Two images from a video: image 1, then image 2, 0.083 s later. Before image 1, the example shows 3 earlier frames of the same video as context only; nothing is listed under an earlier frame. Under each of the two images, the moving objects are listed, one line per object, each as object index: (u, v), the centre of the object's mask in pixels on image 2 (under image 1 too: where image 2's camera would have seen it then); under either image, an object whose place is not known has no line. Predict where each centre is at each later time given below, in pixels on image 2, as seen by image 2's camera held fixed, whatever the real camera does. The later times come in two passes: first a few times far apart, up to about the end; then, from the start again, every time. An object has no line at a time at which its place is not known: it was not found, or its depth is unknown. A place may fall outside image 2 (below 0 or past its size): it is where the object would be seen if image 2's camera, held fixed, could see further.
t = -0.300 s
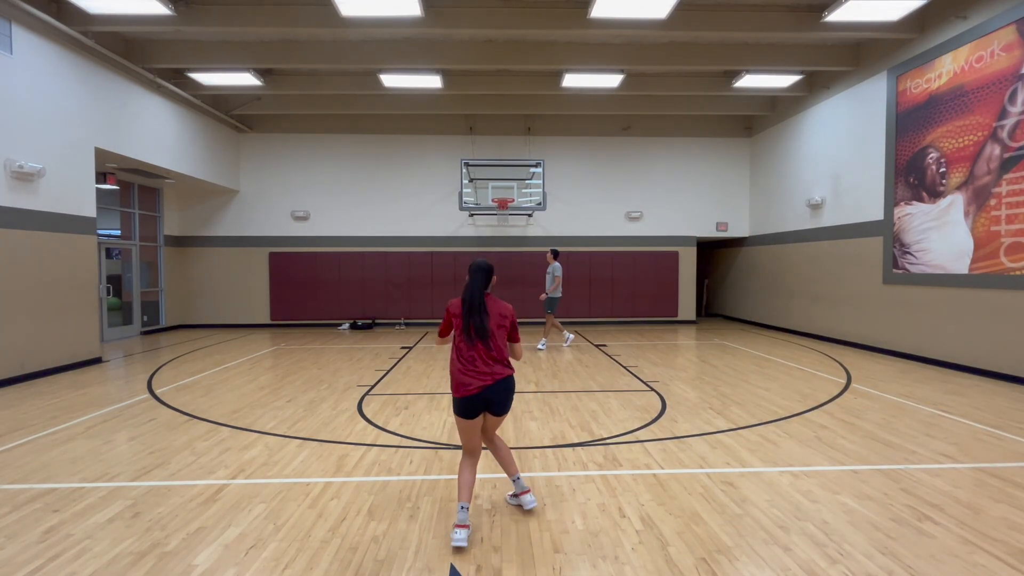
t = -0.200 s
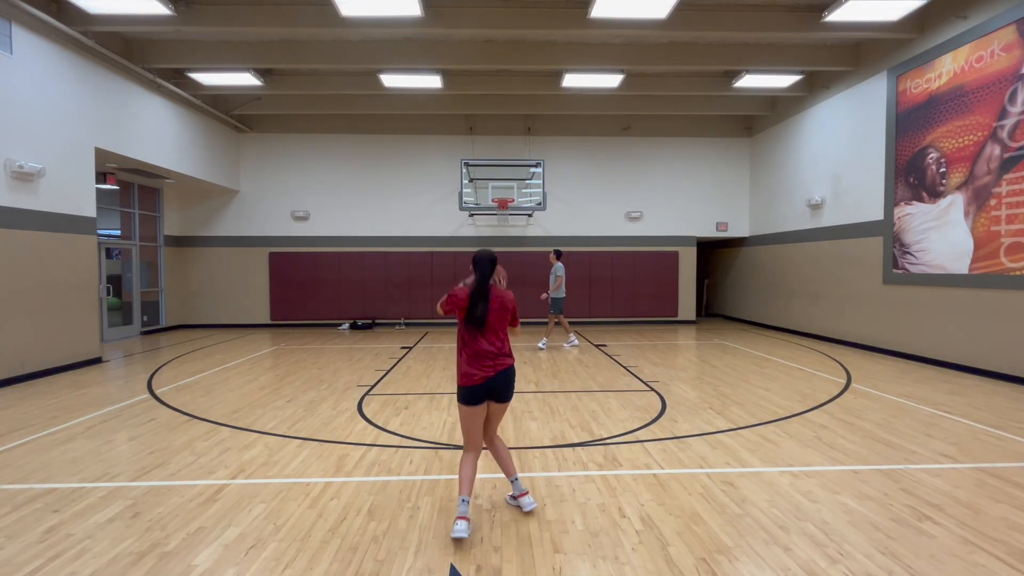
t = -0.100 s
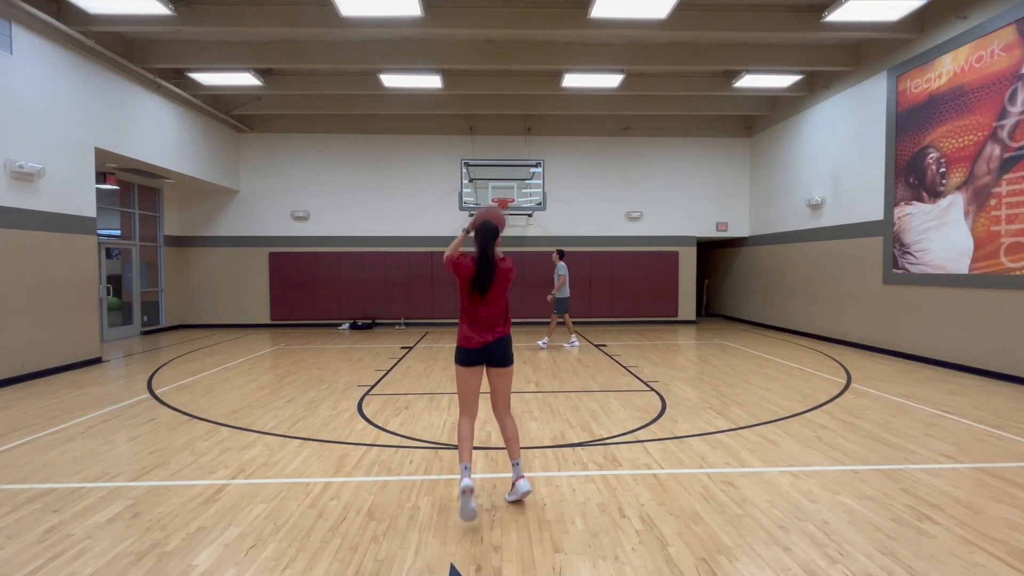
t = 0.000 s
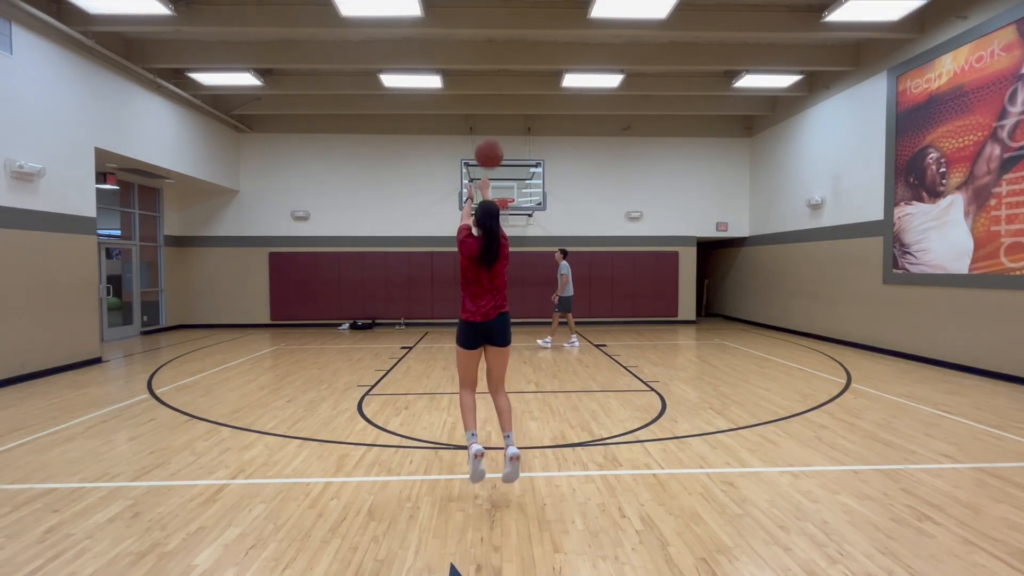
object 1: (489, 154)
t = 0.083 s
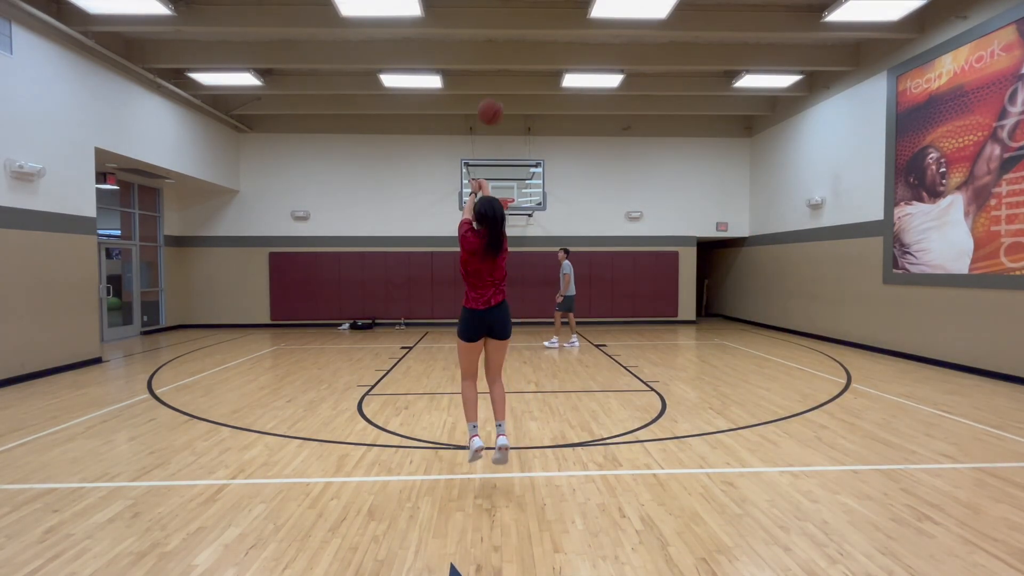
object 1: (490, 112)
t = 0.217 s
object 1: (493, 74)
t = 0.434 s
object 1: (496, 60)
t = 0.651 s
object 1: (499, 80)
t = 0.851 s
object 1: (501, 117)
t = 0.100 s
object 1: (491, 105)
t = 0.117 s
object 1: (492, 99)
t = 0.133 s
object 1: (491, 95)
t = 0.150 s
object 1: (492, 89)
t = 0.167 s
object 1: (492, 85)
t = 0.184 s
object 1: (492, 81)
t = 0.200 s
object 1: (493, 77)
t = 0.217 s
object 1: (493, 74)
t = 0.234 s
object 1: (493, 71)
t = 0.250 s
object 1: (493, 69)
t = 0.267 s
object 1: (494, 66)
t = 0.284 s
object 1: (494, 65)
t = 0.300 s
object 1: (494, 63)
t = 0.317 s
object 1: (495, 62)
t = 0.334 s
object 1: (495, 61)
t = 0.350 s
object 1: (495, 60)
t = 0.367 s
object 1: (495, 60)
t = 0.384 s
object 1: (495, 59)
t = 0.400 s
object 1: (495, 59)
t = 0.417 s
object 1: (496, 60)
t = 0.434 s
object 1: (496, 60)
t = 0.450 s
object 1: (496, 60)
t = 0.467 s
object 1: (496, 61)
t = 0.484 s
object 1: (497, 62)
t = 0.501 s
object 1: (497, 63)
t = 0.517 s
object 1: (497, 64)
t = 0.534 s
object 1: (498, 66)
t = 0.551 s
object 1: (498, 68)
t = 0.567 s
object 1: (498, 69)
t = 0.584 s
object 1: (498, 71)
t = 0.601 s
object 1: (498, 73)
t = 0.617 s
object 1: (499, 75)
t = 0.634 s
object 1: (499, 78)
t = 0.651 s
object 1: (499, 80)
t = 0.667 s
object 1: (499, 83)
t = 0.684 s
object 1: (500, 85)
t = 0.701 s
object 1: (500, 88)
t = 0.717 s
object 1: (499, 90)
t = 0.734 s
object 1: (500, 93)
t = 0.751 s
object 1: (500, 96)
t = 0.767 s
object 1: (500, 99)
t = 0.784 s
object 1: (500, 103)
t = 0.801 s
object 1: (501, 106)
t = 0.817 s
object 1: (501, 110)
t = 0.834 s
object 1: (501, 113)
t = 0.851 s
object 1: (501, 117)
